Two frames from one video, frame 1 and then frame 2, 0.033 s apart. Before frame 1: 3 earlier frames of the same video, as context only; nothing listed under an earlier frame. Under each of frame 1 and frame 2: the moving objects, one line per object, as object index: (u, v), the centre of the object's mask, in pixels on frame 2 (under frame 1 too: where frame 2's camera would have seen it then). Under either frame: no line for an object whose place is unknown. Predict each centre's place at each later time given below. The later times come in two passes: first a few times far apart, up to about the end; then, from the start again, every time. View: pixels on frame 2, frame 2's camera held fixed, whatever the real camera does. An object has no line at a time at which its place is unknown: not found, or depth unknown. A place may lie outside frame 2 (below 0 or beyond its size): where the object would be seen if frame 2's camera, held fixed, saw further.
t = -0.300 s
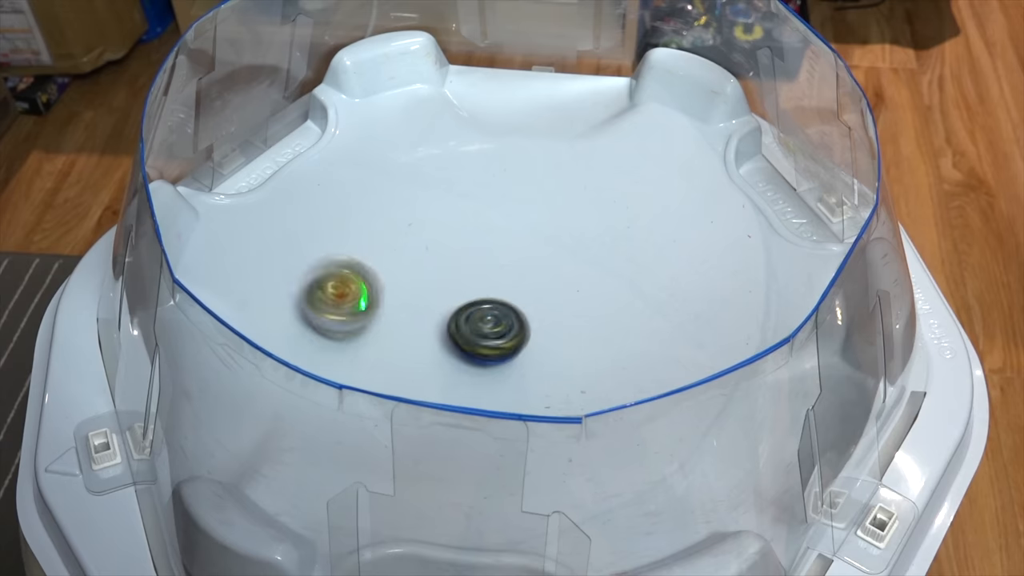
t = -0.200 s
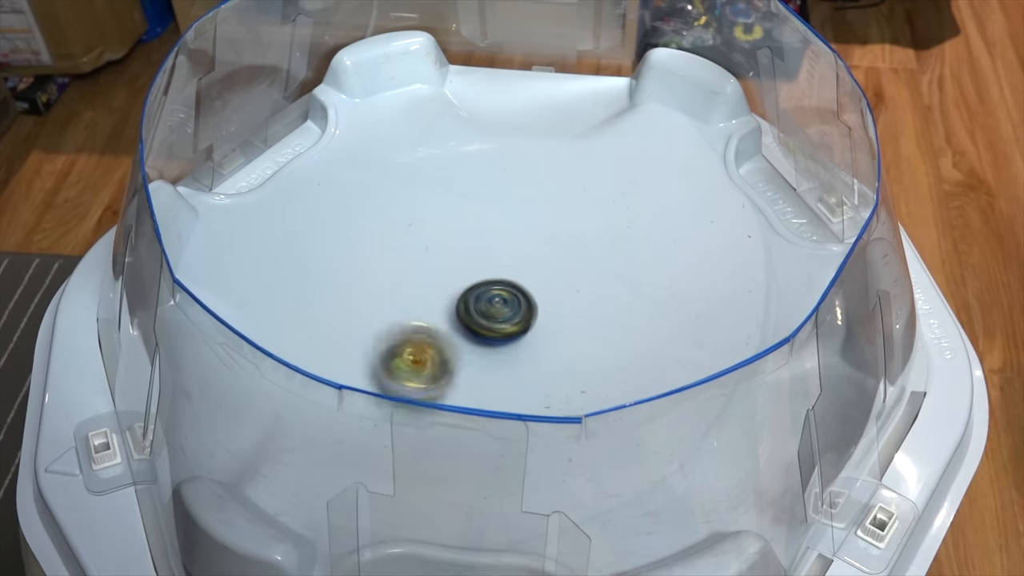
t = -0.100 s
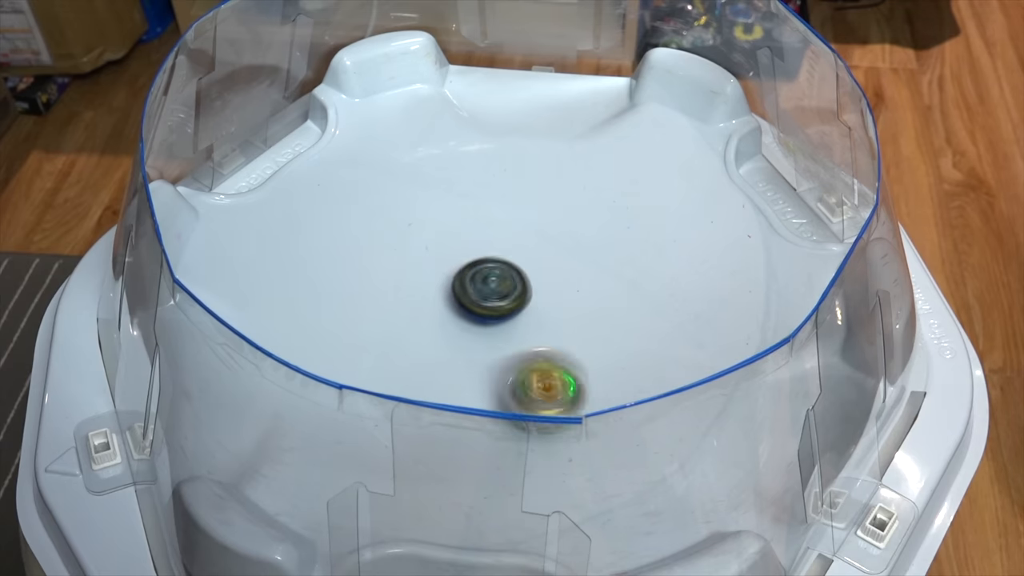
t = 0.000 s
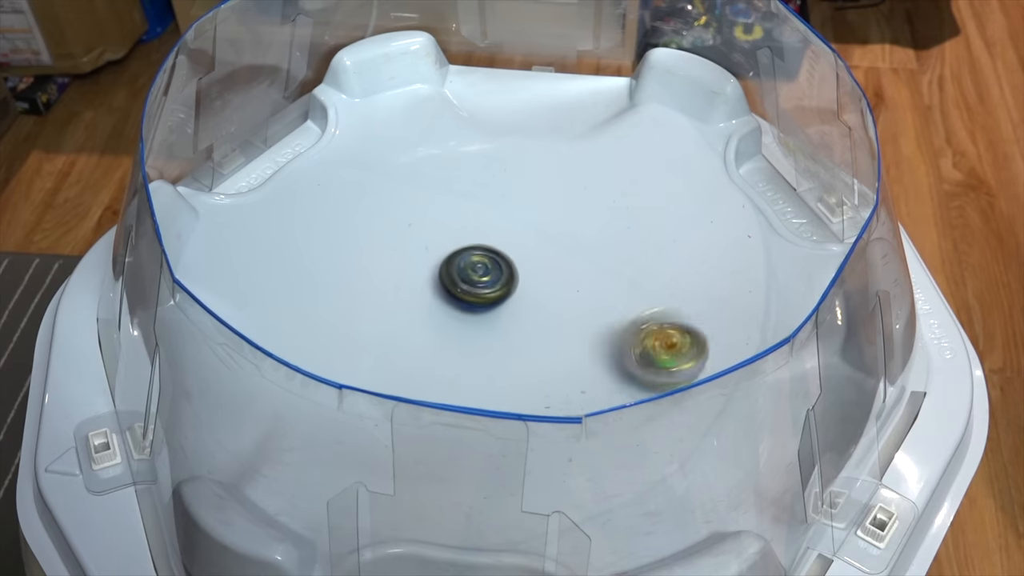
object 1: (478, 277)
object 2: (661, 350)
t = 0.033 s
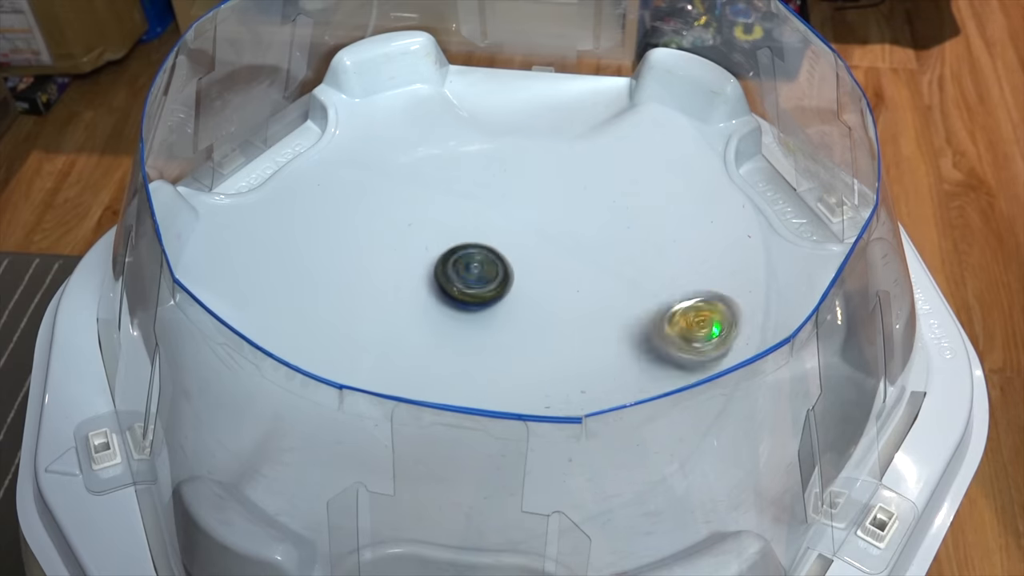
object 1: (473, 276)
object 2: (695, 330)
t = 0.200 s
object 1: (460, 285)
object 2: (753, 218)
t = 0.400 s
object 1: (508, 305)
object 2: (673, 146)
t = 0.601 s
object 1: (554, 281)
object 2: (517, 162)
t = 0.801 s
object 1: (540, 261)
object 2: (357, 297)
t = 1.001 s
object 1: (509, 291)
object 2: (409, 472)
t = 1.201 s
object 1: (530, 332)
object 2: (597, 499)
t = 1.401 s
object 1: (571, 327)
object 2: (711, 378)
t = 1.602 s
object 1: (546, 297)
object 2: (660, 212)
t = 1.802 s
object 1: (480, 307)
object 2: (478, 111)
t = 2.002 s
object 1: (473, 337)
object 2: (322, 128)
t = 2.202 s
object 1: (521, 336)
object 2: (281, 264)
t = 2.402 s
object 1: (526, 286)
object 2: (451, 415)
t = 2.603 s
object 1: (488, 268)
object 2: (735, 375)
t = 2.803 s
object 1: (465, 294)
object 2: (768, 312)
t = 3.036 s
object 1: (527, 323)
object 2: (577, 263)
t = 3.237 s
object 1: (566, 299)
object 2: (366, 239)
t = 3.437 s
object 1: (549, 273)
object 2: (250, 285)
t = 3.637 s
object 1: (502, 289)
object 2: (267, 333)
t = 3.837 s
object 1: (495, 326)
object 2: (432, 388)
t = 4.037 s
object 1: (529, 340)
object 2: (661, 306)
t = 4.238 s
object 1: (545, 313)
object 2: (714, 164)
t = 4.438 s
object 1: (501, 288)
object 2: (656, 115)
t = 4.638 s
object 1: (466, 305)
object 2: (547, 150)
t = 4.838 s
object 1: (492, 328)
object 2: (426, 281)
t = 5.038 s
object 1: (537, 307)
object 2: (452, 442)
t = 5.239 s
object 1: (527, 271)
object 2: (571, 495)
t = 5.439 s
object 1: (485, 282)
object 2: (635, 424)
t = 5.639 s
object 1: (498, 324)
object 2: (617, 288)
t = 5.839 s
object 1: (551, 328)
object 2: (463, 173)
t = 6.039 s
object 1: (563, 294)
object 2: (336, 165)
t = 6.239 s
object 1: (515, 280)
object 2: (329, 245)
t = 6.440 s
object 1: (474, 298)
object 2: (465, 361)
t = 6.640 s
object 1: (481, 332)
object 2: (665, 342)
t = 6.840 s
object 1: (528, 329)
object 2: (720, 292)
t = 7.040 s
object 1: (542, 292)
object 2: (681, 290)
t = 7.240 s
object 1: (508, 268)
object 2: (581, 288)
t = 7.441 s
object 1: (447, 266)
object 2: (508, 311)
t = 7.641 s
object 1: (425, 287)
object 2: (481, 339)
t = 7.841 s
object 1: (457, 292)
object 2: (502, 346)
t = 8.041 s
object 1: (512, 284)
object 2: (506, 348)
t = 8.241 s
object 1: (558, 289)
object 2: (516, 340)
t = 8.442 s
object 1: (592, 306)
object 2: (500, 331)
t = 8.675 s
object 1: (589, 333)
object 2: (489, 314)
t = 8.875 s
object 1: (561, 355)
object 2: (485, 289)
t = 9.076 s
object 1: (525, 354)
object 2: (502, 281)
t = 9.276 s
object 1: (491, 361)
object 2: (534, 247)
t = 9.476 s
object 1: (504, 335)
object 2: (540, 263)
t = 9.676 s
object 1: (496, 350)
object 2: (546, 262)
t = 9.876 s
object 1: (511, 357)
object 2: (532, 266)
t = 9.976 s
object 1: (514, 358)
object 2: (522, 271)
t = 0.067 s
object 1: (467, 275)
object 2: (716, 305)
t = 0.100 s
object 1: (463, 276)
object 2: (733, 284)
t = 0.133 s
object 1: (461, 278)
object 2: (745, 258)
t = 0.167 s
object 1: (460, 282)
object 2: (750, 240)
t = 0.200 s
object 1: (460, 285)
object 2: (753, 218)
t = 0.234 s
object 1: (463, 291)
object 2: (746, 201)
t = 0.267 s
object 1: (468, 296)
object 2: (739, 186)
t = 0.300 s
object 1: (477, 300)
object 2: (727, 172)
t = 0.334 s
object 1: (487, 304)
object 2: (712, 162)
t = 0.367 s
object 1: (497, 305)
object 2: (693, 154)
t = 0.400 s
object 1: (508, 305)
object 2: (673, 146)
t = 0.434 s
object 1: (519, 303)
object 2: (653, 142)
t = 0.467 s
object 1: (529, 301)
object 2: (630, 140)
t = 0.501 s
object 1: (537, 297)
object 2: (601, 143)
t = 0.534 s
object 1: (544, 292)
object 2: (577, 146)
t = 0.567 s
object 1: (549, 287)
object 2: (547, 152)
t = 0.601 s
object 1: (554, 281)
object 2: (517, 162)
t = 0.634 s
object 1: (556, 277)
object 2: (485, 175)
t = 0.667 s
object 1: (556, 273)
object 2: (452, 192)
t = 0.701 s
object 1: (553, 269)
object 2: (424, 214)
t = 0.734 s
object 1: (550, 266)
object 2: (396, 238)
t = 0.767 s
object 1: (546, 263)
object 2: (372, 267)
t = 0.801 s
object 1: (540, 261)
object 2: (357, 297)
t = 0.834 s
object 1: (534, 262)
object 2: (348, 325)
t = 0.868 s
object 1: (527, 264)
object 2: (346, 357)
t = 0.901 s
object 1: (521, 268)
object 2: (352, 392)
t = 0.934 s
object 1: (515, 274)
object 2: (363, 421)
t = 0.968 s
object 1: (511, 282)
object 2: (383, 450)
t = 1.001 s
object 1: (509, 291)
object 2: (409, 472)
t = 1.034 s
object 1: (508, 300)
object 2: (434, 489)
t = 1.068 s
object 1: (509, 309)
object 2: (468, 504)
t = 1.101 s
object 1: (512, 317)
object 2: (496, 510)
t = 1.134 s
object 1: (517, 323)
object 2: (534, 513)
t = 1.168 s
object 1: (524, 329)
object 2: (567, 506)
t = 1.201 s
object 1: (530, 332)
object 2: (597, 499)
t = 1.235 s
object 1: (537, 335)
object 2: (627, 486)
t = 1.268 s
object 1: (544, 336)
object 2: (646, 470)
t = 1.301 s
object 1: (552, 336)
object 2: (672, 449)
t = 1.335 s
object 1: (559, 334)
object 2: (688, 427)
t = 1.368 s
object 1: (566, 331)
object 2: (702, 405)
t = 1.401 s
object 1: (571, 327)
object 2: (711, 378)
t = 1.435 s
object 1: (573, 322)
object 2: (711, 347)
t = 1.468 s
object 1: (572, 316)
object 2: (714, 323)
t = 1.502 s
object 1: (569, 310)
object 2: (704, 294)
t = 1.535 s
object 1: (564, 305)
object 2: (697, 266)
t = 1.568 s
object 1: (555, 300)
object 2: (678, 238)
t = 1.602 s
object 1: (546, 297)
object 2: (660, 212)
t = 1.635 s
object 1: (534, 296)
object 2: (632, 186)
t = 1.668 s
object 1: (522, 295)
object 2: (606, 166)
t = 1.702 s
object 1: (510, 296)
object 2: (575, 146)
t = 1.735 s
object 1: (498, 299)
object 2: (544, 132)
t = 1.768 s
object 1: (488, 303)
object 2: (512, 118)
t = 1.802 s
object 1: (480, 307)
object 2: (478, 111)
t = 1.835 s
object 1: (474, 313)
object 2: (452, 104)
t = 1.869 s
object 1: (470, 318)
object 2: (421, 103)
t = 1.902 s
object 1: (468, 324)
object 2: (394, 104)
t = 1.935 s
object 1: (468, 329)
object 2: (364, 107)
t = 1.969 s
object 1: (470, 333)
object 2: (342, 117)
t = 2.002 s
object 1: (473, 337)
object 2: (322, 128)
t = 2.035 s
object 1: (478, 341)
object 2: (305, 152)
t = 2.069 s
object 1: (485, 344)
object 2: (294, 166)
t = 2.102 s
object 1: (494, 346)
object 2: (282, 189)
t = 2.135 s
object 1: (503, 345)
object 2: (278, 212)
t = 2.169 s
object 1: (513, 342)
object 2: (276, 236)
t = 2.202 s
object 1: (521, 336)
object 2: (281, 264)
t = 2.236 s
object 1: (528, 328)
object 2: (291, 290)
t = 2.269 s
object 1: (532, 320)
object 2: (307, 322)
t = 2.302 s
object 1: (534, 311)
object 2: (334, 349)
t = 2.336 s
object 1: (533, 303)
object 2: (365, 376)
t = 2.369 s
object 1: (531, 293)
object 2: (406, 398)
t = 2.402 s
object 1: (526, 286)
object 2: (451, 415)
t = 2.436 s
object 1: (521, 279)
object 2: (502, 426)
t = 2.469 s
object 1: (515, 274)
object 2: (554, 427)
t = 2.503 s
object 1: (508, 271)
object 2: (606, 423)
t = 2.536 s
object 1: (501, 269)
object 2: (653, 410)
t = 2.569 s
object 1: (495, 268)
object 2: (697, 396)
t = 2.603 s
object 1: (488, 268)
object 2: (735, 375)
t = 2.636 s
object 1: (481, 270)
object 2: (772, 361)
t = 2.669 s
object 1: (475, 272)
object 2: (803, 341)
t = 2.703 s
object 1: (469, 276)
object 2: (820, 330)
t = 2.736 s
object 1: (466, 281)
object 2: (807, 313)
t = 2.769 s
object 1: (464, 288)
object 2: (794, 309)
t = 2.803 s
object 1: (465, 294)
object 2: (768, 312)
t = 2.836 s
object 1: (469, 301)
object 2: (752, 312)
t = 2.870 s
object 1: (476, 308)
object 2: (725, 304)
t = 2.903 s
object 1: (484, 313)
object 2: (700, 301)
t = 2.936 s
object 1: (493, 318)
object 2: (671, 295)
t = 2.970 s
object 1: (504, 322)
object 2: (641, 283)
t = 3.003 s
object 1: (515, 323)
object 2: (615, 275)
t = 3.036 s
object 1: (527, 323)
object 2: (577, 263)
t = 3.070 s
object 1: (538, 322)
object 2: (545, 253)
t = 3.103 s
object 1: (547, 318)
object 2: (506, 246)
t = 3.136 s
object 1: (554, 314)
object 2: (469, 240)
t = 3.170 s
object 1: (560, 309)
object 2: (433, 237)
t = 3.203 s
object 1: (564, 304)
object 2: (395, 236)
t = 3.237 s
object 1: (566, 299)
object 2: (366, 239)
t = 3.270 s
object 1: (567, 294)
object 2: (334, 244)
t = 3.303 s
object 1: (567, 288)
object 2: (310, 249)
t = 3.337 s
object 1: (565, 284)
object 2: (288, 258)
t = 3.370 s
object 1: (561, 279)
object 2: (269, 266)
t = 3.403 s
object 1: (555, 276)
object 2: (260, 276)
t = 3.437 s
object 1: (549, 273)
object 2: (250, 285)
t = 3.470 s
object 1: (541, 272)
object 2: (250, 293)
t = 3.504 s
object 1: (532, 273)
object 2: (246, 306)
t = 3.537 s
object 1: (523, 275)
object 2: (247, 314)
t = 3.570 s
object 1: (515, 278)
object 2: (250, 322)
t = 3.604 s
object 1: (508, 283)
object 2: (254, 325)
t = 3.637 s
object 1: (502, 289)
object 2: (267, 333)
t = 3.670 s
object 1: (496, 296)
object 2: (283, 342)
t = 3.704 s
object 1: (493, 302)
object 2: (305, 348)
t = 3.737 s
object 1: (491, 309)
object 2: (331, 362)
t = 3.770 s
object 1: (491, 315)
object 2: (359, 370)
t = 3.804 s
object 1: (492, 321)
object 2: (396, 379)
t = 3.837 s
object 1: (495, 326)
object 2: (432, 388)
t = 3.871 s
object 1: (500, 327)
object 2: (475, 388)
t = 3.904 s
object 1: (503, 330)
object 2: (523, 383)
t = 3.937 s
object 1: (504, 335)
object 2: (562, 373)
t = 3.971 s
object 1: (514, 339)
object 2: (604, 355)
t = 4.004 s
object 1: (521, 340)
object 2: (636, 335)
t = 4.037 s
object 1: (529, 340)
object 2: (661, 306)
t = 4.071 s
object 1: (535, 338)
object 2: (686, 279)
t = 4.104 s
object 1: (540, 335)
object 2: (697, 253)
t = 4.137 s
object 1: (544, 331)
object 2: (708, 225)
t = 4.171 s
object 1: (547, 325)
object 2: (716, 203)
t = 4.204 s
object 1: (547, 319)
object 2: (716, 183)
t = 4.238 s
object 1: (545, 313)
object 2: (714, 164)
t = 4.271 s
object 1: (542, 306)
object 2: (711, 150)
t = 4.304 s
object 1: (536, 301)
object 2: (701, 137)
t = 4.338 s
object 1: (528, 296)
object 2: (694, 128)
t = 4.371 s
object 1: (520, 292)
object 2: (681, 121)
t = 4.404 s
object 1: (511, 289)
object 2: (669, 116)
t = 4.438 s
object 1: (501, 288)
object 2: (656, 115)
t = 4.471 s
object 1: (492, 288)
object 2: (638, 114)
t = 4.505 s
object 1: (484, 290)
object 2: (624, 117)
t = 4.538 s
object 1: (477, 292)
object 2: (605, 124)
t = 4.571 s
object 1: (471, 296)
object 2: (587, 128)
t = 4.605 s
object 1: (467, 300)
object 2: (568, 139)
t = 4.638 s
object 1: (466, 305)
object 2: (547, 150)
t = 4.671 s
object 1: (466, 310)
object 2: (528, 165)
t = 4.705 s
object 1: (468, 314)
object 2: (503, 182)
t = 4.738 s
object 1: (472, 319)
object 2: (483, 202)
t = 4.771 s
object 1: (477, 323)
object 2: (460, 227)
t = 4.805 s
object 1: (484, 326)
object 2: (441, 251)
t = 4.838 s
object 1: (492, 328)
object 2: (426, 281)
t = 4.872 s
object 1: (501, 328)
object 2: (415, 311)
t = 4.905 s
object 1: (510, 326)
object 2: (412, 341)
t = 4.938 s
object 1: (518, 323)
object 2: (412, 367)
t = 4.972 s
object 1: (526, 319)
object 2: (423, 392)
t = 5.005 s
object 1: (532, 313)
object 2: (435, 422)
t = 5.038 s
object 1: (537, 307)
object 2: (452, 442)
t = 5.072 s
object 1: (540, 300)
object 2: (472, 465)
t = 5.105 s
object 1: (540, 293)
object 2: (488, 478)
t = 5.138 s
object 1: (540, 287)
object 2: (514, 487)
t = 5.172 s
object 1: (537, 281)
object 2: (531, 495)
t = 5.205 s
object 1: (533, 275)
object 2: (550, 496)
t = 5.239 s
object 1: (527, 271)
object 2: (571, 495)
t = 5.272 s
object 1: (519, 268)
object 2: (585, 490)
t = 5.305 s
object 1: (512, 266)
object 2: (603, 482)
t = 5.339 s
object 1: (504, 268)
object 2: (614, 473)
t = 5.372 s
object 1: (496, 271)
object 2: (622, 457)
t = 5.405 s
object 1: (490, 276)
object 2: (632, 443)
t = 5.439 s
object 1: (485, 282)
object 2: (635, 424)
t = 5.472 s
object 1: (482, 290)
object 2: (641, 403)
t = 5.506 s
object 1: (481, 297)
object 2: (641, 385)
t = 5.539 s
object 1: (482, 305)
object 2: (640, 359)
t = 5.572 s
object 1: (486, 311)
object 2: (637, 339)
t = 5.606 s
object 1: (491, 318)
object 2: (627, 313)
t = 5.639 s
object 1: (498, 324)
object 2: (617, 288)
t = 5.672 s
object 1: (506, 328)
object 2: (596, 265)
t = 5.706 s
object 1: (515, 331)
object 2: (573, 240)
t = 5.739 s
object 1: (524, 333)
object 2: (551, 219)
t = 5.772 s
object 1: (534, 332)
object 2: (520, 201)
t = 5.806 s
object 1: (543, 331)
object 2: (494, 184)
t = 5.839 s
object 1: (551, 328)
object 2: (463, 173)
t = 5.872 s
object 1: (558, 324)
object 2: (435, 164)
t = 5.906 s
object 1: (564, 319)
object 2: (412, 159)
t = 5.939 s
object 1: (567, 314)
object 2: (384, 157)
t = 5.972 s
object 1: (568, 308)
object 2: (368, 156)
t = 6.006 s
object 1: (567, 301)
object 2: (351, 161)
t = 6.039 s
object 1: (563, 294)
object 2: (336, 165)
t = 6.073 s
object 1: (558, 289)
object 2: (328, 175)
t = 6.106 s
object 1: (550, 285)
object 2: (320, 184)
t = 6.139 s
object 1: (542, 282)
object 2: (319, 197)
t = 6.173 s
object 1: (533, 280)
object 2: (317, 211)
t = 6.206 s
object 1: (524, 279)
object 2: (321, 224)
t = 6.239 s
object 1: (515, 280)
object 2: (329, 245)
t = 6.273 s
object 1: (506, 281)
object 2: (337, 262)
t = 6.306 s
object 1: (498, 285)
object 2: (354, 285)
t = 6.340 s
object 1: (490, 288)
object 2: (371, 305)
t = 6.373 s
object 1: (483, 292)
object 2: (400, 327)
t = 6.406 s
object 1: (478, 297)
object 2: (427, 348)
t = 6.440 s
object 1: (474, 298)
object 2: (465, 361)
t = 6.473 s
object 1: (470, 307)
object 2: (504, 371)
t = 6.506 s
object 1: (469, 313)
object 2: (541, 371)
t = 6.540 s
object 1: (470, 319)
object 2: (582, 370)
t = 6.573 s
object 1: (472, 324)
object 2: (610, 362)
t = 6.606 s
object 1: (476, 328)
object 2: (642, 350)
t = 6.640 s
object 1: (481, 332)
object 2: (665, 342)
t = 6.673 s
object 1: (488, 335)
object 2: (686, 328)
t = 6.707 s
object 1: (496, 337)
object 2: (702, 318)
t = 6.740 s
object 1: (504, 338)
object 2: (710, 309)
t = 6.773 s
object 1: (512, 336)
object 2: (719, 301)
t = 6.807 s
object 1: (520, 334)
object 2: (722, 297)
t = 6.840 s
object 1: (528, 329)
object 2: (720, 292)
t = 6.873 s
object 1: (534, 324)
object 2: (721, 291)
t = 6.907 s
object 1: (539, 318)
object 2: (714, 290)
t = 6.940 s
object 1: (542, 312)
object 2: (709, 288)
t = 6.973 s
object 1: (544, 305)
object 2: (700, 290)
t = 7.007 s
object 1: (544, 299)
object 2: (690, 288)
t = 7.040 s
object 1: (542, 292)
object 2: (681, 290)
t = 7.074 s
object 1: (539, 286)
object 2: (665, 289)
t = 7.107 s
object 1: (535, 281)
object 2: (654, 289)
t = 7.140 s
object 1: (530, 276)
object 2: (639, 291)
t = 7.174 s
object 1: (524, 272)
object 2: (620, 288)
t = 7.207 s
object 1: (517, 270)
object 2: (603, 288)
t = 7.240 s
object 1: (508, 268)
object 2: (581, 288)
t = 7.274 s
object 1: (493, 264)
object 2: (571, 291)
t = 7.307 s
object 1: (481, 262)
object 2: (558, 297)
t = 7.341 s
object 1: (471, 261)
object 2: (543, 300)
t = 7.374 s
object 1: (463, 262)
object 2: (533, 304)
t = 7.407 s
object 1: (455, 265)
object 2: (518, 308)
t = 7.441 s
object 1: (447, 266)
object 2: (508, 311)
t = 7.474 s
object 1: (438, 266)
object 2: (503, 321)
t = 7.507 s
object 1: (432, 268)
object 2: (495, 328)
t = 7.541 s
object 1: (428, 271)
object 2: (489, 332)
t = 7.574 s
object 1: (425, 276)
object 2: (488, 336)
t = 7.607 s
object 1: (423, 282)
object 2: (482, 337)
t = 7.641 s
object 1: (425, 287)
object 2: (481, 339)
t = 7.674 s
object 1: (424, 287)
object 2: (489, 344)
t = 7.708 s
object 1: (427, 287)
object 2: (492, 348)
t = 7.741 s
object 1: (432, 289)
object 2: (495, 348)
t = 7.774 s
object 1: (439, 291)
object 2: (496, 346)
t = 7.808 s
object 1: (447, 292)
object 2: (501, 346)
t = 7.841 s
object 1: (457, 292)
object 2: (502, 346)
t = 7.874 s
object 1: (465, 290)
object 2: (501, 345)
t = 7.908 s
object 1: (474, 287)
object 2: (501, 345)
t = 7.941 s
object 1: (484, 284)
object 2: (504, 346)
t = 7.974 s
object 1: (496, 284)
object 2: (506, 349)
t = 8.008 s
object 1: (503, 285)
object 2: (506, 350)
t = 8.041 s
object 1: (512, 284)
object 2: (506, 348)
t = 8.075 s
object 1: (520, 283)
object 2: (508, 346)
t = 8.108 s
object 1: (528, 283)
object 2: (511, 345)
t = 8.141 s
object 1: (535, 283)
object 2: (514, 345)
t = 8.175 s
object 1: (542, 286)
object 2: (515, 345)
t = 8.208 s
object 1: (549, 289)
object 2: (515, 344)
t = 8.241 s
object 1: (558, 289)
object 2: (516, 340)
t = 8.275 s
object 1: (566, 291)
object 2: (516, 339)
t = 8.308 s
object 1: (573, 292)
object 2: (517, 339)
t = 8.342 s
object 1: (578, 295)
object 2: (515, 339)
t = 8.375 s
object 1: (582, 300)
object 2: (513, 336)
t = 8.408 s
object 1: (587, 303)
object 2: (507, 334)
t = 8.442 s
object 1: (592, 306)
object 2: (500, 331)
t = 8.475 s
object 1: (595, 310)
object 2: (496, 328)
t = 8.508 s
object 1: (598, 313)
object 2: (493, 324)
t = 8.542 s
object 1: (599, 318)
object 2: (491, 323)
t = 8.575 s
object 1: (597, 322)
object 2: (490, 321)
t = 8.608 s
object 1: (596, 325)
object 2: (489, 319)
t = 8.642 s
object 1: (593, 330)
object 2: (489, 317)
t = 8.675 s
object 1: (589, 333)
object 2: (489, 314)
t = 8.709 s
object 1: (584, 336)
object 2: (490, 312)
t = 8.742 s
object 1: (577, 339)
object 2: (492, 310)
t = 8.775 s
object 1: (570, 341)
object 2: (495, 309)
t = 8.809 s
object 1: (569, 347)
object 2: (492, 302)
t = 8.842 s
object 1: (567, 352)
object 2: (486, 295)
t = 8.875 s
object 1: (561, 355)
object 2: (485, 289)
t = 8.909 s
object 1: (555, 357)
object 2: (485, 284)
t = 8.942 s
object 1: (549, 358)
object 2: (488, 282)
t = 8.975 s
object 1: (543, 358)
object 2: (492, 281)
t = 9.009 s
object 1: (537, 358)
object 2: (495, 279)
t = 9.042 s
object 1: (530, 356)
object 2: (498, 281)
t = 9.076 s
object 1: (525, 354)
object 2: (502, 281)
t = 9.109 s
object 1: (519, 351)
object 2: (504, 282)
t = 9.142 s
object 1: (516, 348)
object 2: (507, 281)
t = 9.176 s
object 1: (508, 357)
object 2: (517, 271)
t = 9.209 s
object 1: (500, 361)
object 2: (521, 259)
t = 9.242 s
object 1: (495, 362)
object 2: (527, 253)
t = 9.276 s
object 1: (491, 361)
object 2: (534, 247)
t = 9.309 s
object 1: (490, 356)
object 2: (536, 245)
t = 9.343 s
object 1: (491, 351)
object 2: (540, 246)
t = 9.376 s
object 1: (494, 346)
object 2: (540, 249)
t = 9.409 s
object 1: (497, 342)
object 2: (541, 253)
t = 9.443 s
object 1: (500, 338)
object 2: (541, 257)
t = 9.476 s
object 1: (504, 335)
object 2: (540, 263)
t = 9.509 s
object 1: (508, 333)
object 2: (540, 268)
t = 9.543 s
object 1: (508, 335)
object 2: (540, 269)
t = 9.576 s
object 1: (504, 340)
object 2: (545, 262)
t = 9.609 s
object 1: (499, 347)
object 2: (547, 259)
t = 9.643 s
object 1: (496, 348)
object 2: (547, 259)
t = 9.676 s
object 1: (496, 350)
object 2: (546, 262)
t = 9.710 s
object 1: (498, 350)
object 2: (544, 264)
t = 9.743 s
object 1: (501, 350)
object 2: (542, 265)
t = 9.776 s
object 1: (505, 351)
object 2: (540, 265)
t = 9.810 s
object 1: (507, 353)
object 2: (539, 265)
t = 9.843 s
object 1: (509, 354)
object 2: (536, 265)
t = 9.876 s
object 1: (511, 357)
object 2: (532, 266)
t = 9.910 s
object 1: (512, 358)
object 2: (527, 268)
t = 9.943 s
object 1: (514, 359)
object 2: (524, 270)
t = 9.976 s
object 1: (514, 358)
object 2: (522, 271)
